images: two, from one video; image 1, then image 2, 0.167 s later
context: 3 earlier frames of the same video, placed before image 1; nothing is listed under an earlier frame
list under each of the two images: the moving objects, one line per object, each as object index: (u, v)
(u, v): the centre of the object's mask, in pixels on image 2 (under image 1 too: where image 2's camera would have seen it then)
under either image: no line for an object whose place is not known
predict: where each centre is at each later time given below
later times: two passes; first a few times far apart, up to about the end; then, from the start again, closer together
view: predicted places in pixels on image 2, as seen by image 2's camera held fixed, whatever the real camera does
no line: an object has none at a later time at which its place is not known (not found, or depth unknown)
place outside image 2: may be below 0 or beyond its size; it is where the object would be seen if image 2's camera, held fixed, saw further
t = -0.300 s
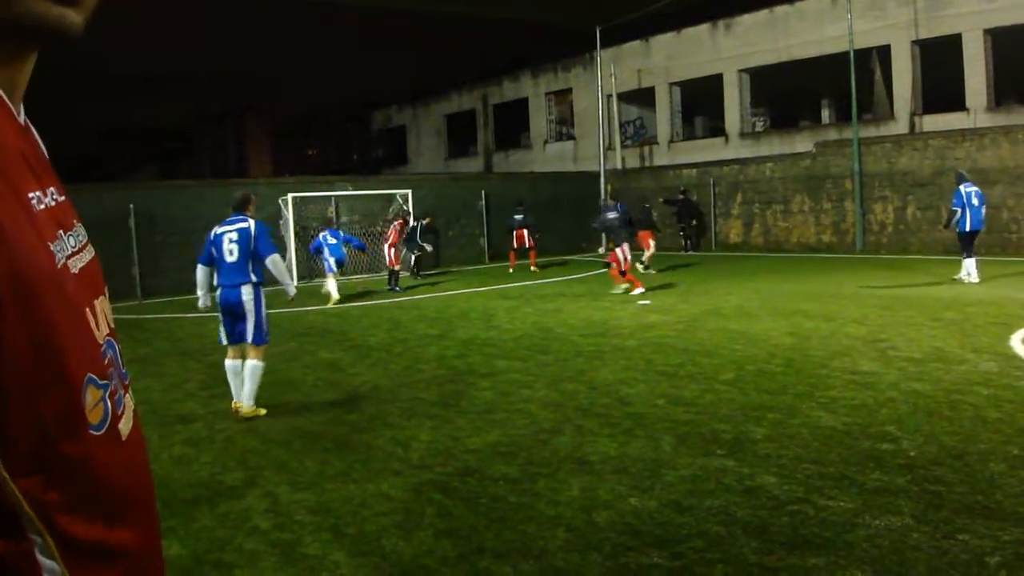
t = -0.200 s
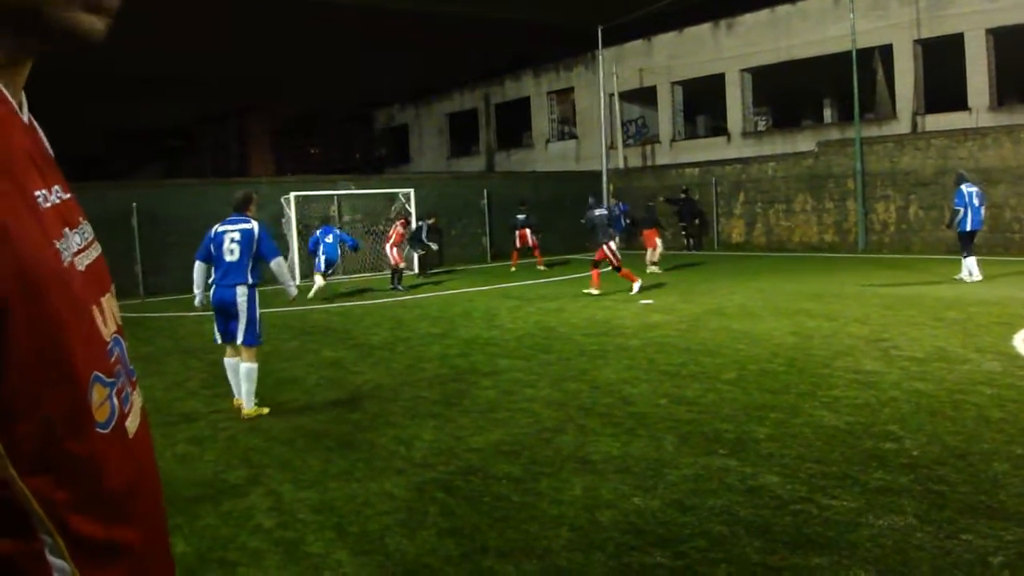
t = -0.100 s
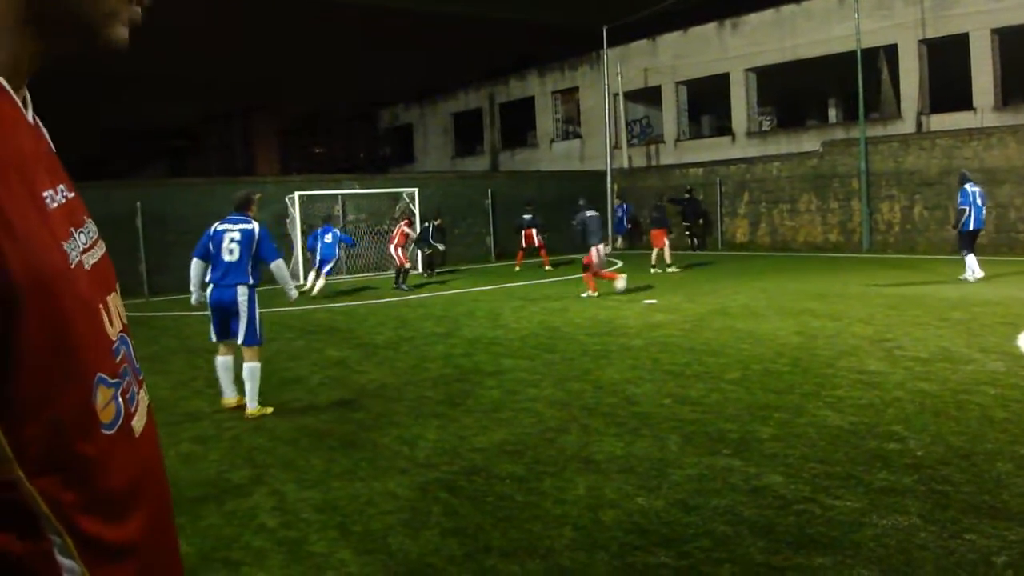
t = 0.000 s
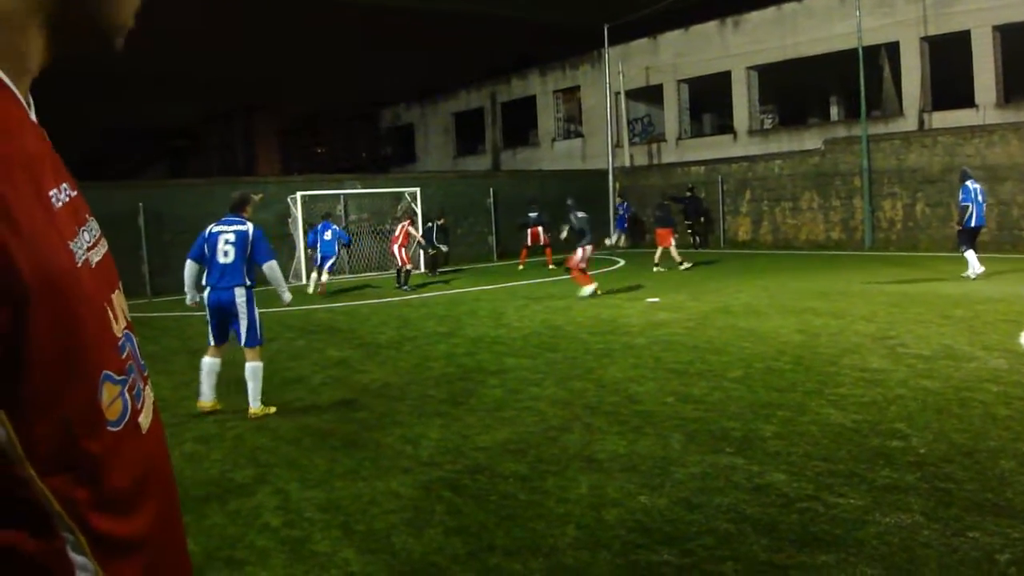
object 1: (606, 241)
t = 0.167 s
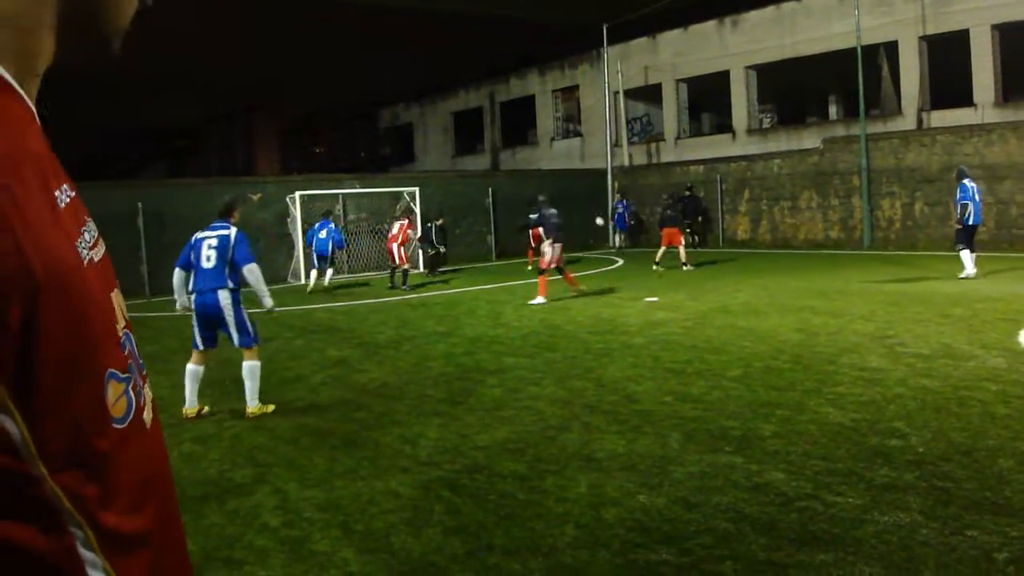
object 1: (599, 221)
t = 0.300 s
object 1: (595, 209)
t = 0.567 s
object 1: (589, 200)
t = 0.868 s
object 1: (590, 232)
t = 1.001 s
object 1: (597, 274)
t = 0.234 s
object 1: (597, 215)
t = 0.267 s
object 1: (596, 211)
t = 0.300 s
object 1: (595, 209)
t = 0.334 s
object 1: (594, 207)
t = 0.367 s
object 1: (594, 204)
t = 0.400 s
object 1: (593, 203)
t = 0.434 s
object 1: (592, 202)
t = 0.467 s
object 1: (591, 200)
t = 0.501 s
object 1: (590, 199)
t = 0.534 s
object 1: (590, 199)
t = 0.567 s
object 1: (589, 200)
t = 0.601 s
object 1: (589, 200)
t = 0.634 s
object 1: (589, 201)
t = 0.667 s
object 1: (588, 203)
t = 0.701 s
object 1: (588, 206)
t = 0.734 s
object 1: (589, 209)
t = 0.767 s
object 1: (589, 213)
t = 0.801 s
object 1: (589, 218)
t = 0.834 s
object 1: (589, 225)
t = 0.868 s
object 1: (590, 232)
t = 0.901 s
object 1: (591, 240)
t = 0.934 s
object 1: (593, 251)
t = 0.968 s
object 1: (594, 261)
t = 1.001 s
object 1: (597, 274)
